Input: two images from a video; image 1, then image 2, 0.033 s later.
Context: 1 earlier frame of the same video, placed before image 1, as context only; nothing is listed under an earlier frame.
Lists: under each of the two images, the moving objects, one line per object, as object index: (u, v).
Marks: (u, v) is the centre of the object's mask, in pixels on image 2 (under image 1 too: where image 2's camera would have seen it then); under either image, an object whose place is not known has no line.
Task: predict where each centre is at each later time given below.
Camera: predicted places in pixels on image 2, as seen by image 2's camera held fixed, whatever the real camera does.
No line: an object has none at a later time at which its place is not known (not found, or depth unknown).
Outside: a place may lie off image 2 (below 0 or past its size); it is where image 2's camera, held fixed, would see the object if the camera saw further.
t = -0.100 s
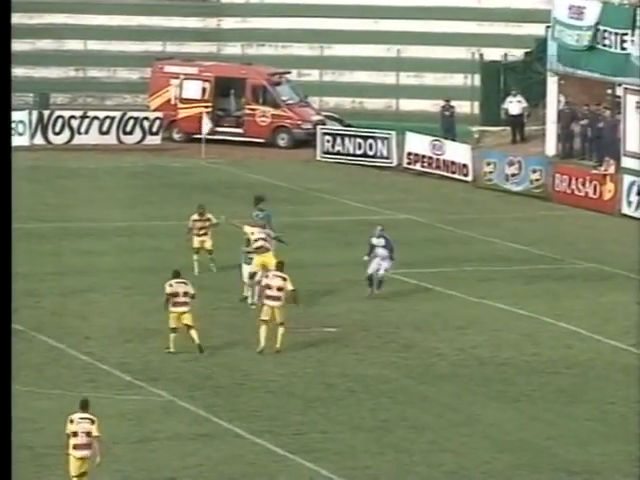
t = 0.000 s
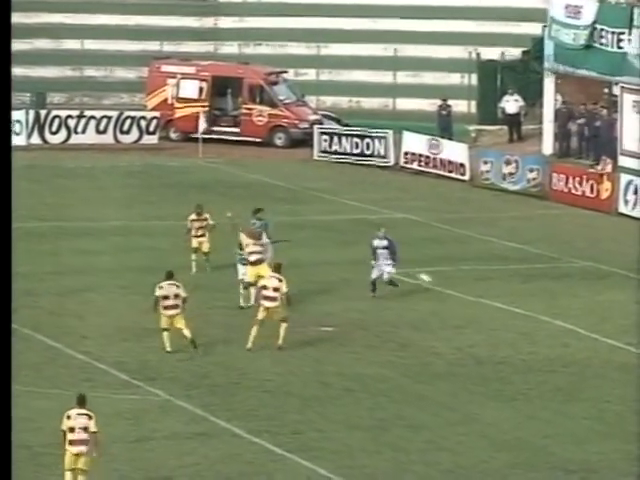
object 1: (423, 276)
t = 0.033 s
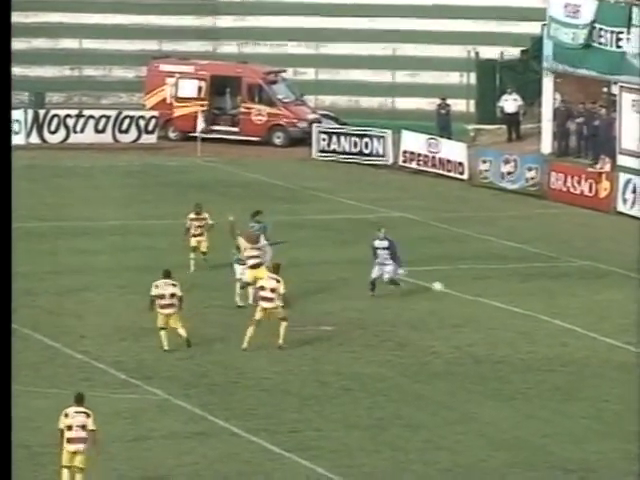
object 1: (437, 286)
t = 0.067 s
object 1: (452, 297)
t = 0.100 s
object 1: (463, 303)
